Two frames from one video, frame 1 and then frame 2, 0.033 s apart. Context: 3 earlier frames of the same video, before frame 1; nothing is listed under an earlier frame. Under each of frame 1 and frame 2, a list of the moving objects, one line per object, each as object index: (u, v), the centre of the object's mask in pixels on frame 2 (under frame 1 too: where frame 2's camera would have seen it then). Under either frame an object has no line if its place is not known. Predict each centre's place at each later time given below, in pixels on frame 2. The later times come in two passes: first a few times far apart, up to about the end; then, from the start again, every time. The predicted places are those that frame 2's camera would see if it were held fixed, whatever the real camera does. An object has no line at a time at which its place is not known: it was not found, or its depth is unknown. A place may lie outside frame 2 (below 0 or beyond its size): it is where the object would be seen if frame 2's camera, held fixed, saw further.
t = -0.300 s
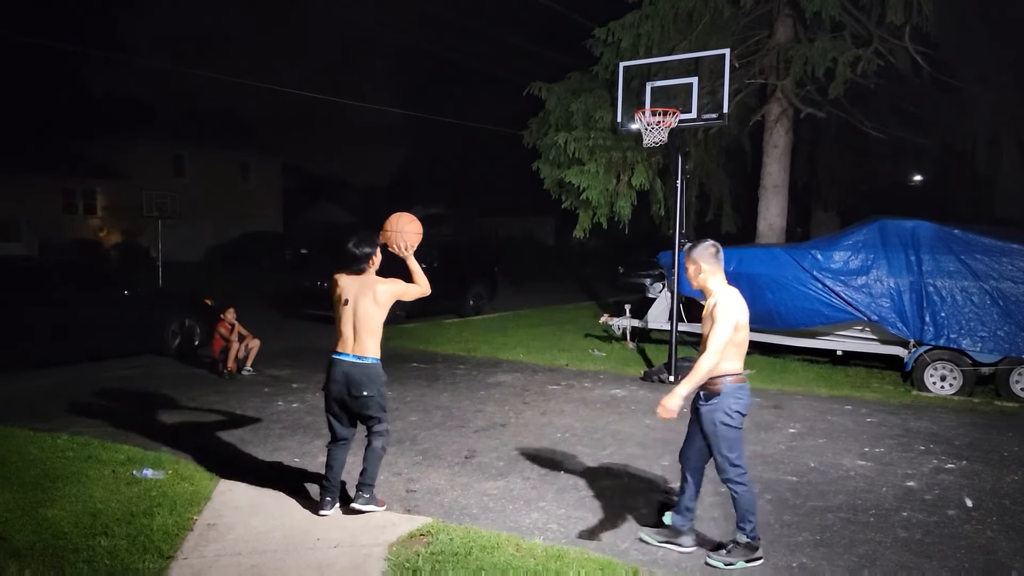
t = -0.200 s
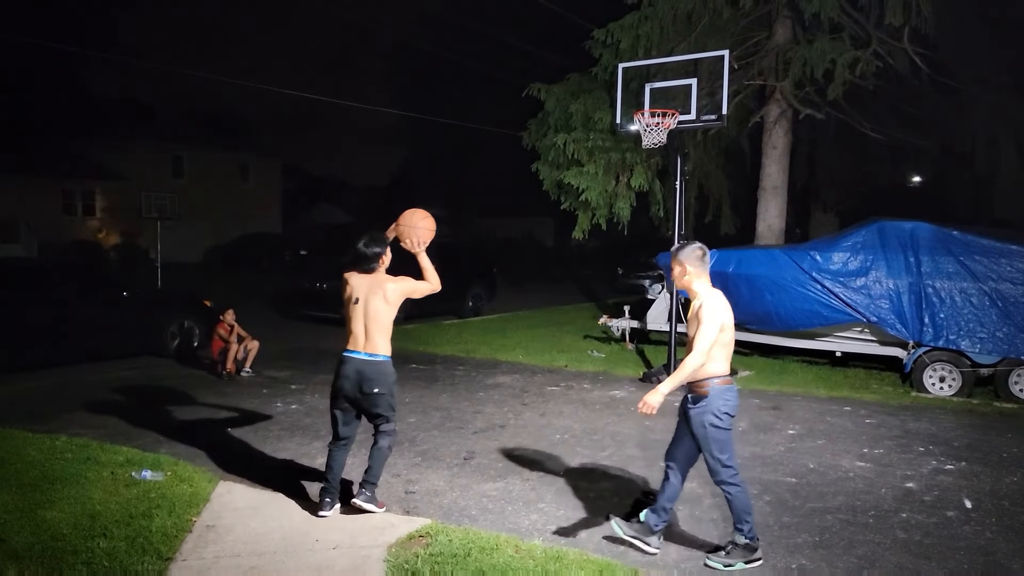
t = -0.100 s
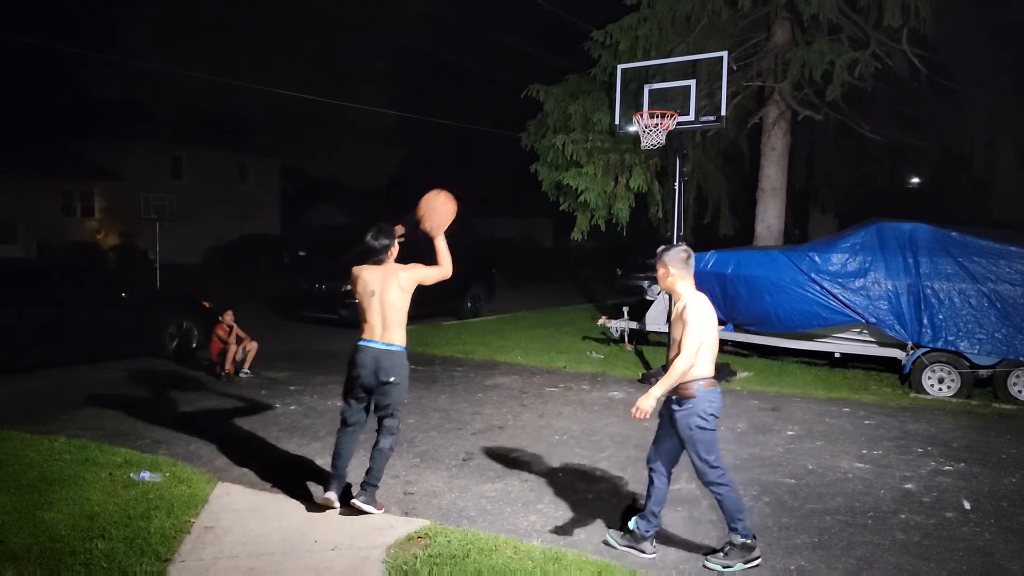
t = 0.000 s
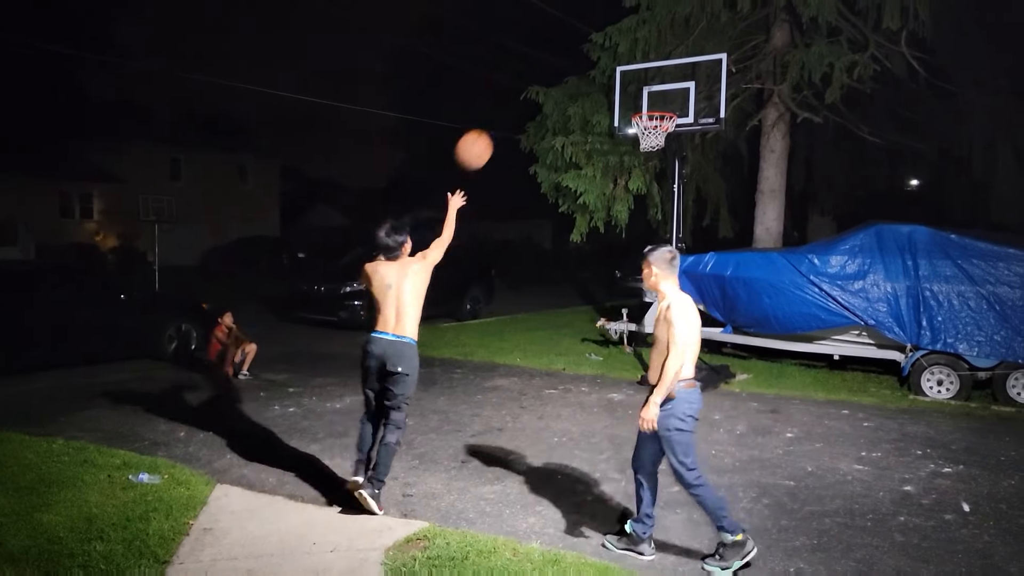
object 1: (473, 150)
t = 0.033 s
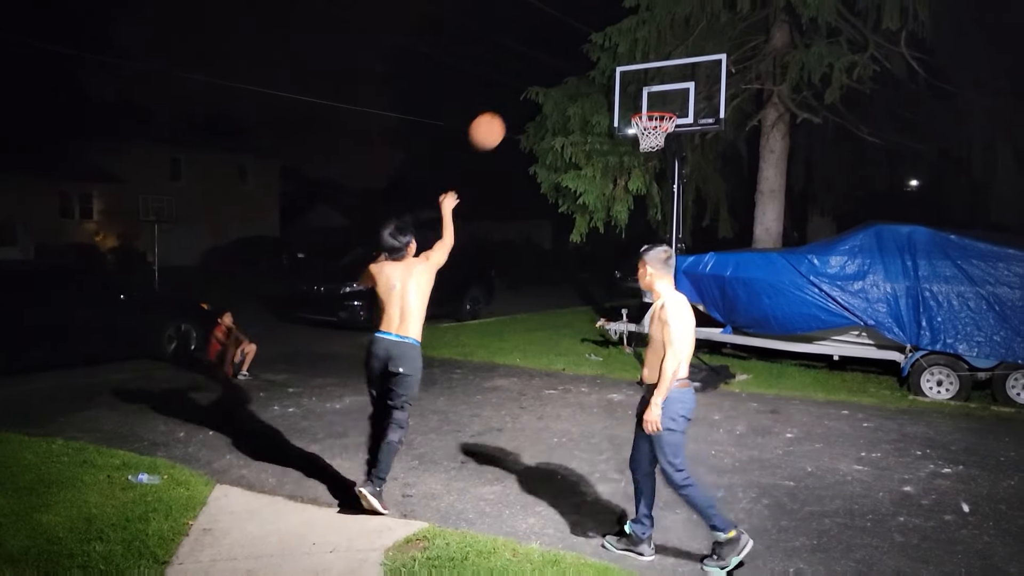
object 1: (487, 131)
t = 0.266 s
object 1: (562, 61)
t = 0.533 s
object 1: (620, 70)
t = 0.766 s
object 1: (644, 106)
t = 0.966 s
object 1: (614, 84)
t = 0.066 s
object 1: (499, 115)
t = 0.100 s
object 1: (511, 101)
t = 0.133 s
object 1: (523, 90)
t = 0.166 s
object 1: (533, 80)
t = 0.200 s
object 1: (544, 72)
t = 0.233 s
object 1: (553, 66)
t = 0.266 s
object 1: (562, 61)
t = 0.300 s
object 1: (571, 58)
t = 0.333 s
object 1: (579, 56)
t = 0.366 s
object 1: (587, 56)
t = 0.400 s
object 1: (594, 57)
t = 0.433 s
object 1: (601, 59)
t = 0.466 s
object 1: (607, 61)
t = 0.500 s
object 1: (614, 65)
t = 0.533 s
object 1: (620, 70)
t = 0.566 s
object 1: (626, 76)
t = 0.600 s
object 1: (632, 83)
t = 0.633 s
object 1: (637, 90)
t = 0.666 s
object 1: (642, 98)
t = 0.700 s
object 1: (647, 105)
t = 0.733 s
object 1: (649, 109)
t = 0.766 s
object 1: (644, 106)
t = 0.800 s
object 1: (639, 101)
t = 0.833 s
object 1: (634, 95)
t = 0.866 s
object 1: (629, 91)
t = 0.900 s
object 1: (624, 88)
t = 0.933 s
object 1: (619, 85)
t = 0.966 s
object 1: (614, 84)
